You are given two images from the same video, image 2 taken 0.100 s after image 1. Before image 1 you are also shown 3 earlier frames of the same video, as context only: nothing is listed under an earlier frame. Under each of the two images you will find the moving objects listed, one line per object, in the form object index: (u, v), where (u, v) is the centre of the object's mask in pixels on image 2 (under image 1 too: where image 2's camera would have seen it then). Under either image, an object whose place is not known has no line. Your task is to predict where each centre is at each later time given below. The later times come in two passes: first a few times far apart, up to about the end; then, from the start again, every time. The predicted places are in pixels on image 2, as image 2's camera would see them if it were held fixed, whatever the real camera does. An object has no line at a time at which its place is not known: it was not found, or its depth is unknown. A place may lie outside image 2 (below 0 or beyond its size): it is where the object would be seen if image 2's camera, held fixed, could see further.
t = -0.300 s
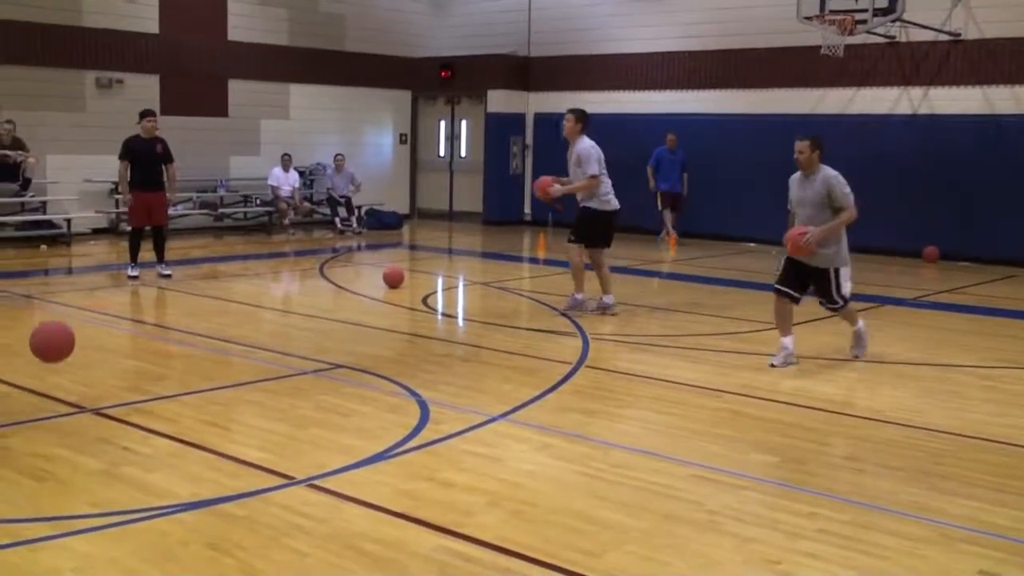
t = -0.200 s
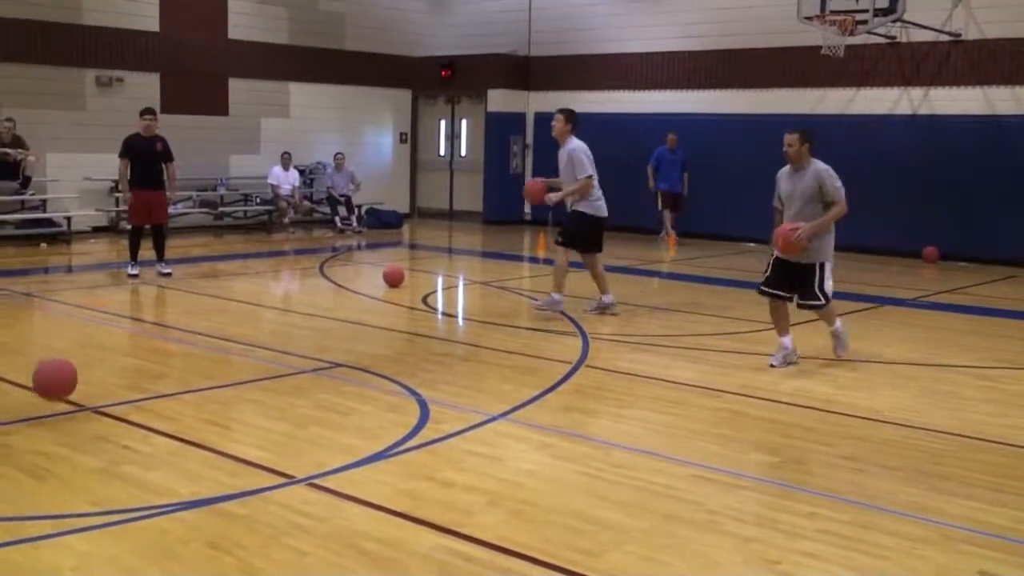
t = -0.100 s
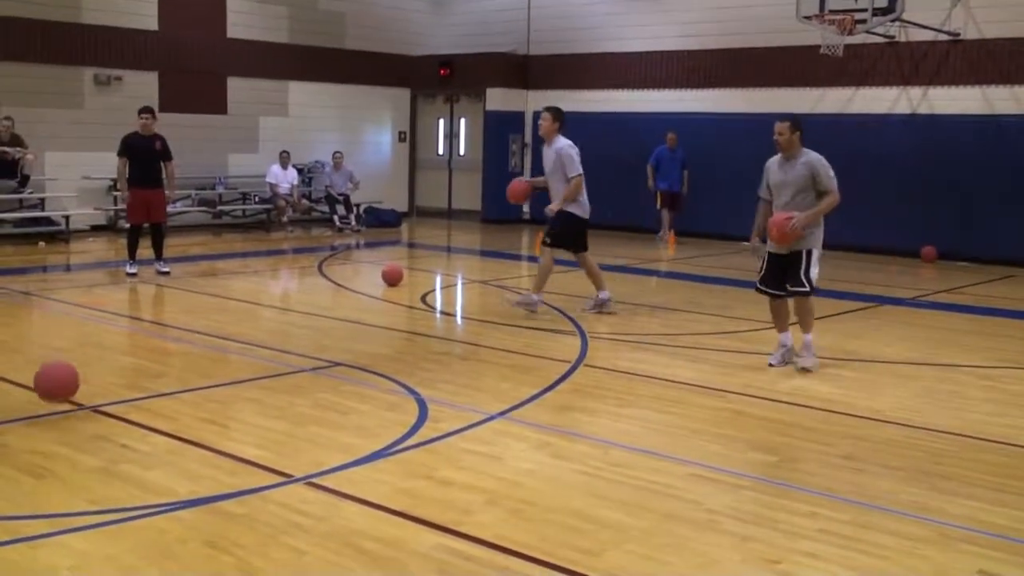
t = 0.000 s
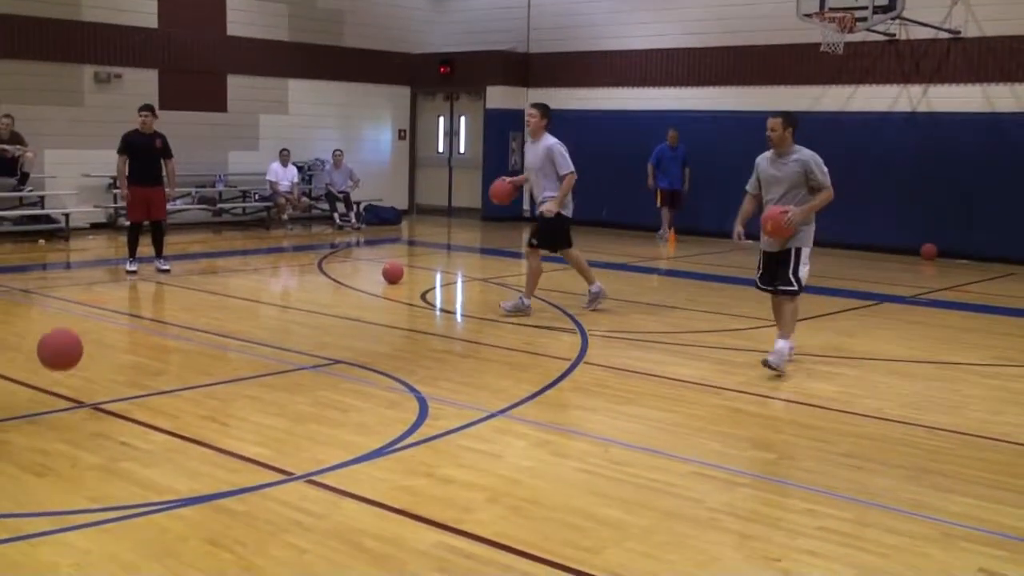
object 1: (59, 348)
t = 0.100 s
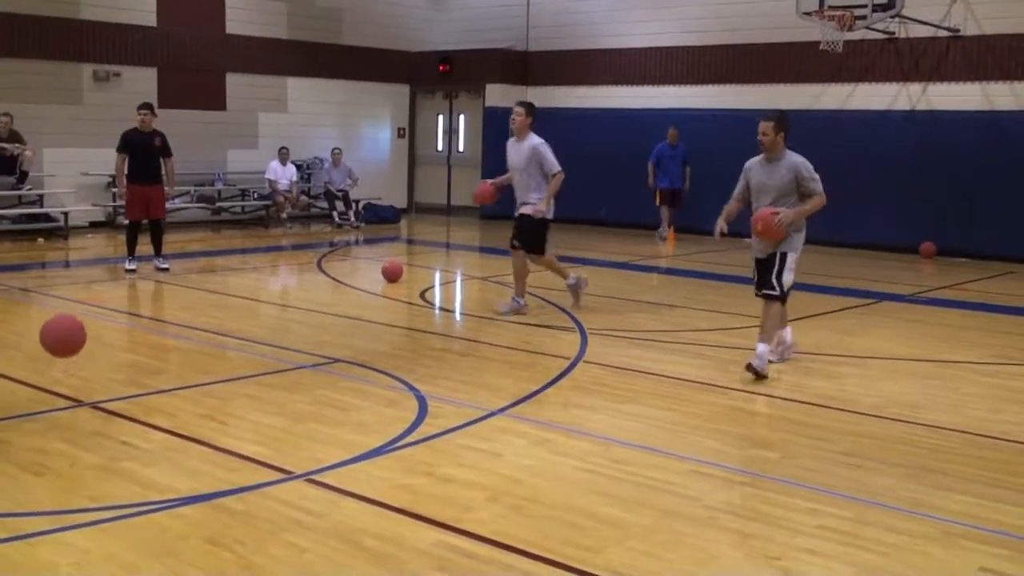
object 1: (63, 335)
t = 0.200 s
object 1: (67, 341)
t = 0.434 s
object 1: (78, 393)
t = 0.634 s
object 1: (85, 355)
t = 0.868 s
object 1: (95, 408)
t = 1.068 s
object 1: (103, 371)
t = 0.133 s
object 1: (64, 336)
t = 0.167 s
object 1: (66, 337)
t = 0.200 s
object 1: (67, 341)
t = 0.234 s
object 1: (69, 347)
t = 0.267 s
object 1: (71, 355)
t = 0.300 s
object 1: (73, 366)
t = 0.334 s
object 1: (74, 379)
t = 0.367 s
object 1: (76, 394)
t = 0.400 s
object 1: (77, 405)
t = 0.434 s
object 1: (78, 393)
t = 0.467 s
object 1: (79, 382)
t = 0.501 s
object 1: (81, 372)
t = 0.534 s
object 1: (81, 365)
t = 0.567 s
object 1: (83, 360)
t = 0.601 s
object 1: (84, 357)
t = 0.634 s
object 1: (85, 355)
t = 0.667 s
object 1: (87, 356)
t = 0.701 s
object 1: (88, 359)
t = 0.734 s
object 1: (89, 364)
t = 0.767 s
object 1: (91, 372)
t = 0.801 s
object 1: (92, 381)
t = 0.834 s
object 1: (94, 392)
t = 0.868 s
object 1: (95, 408)
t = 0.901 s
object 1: (97, 407)
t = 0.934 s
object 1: (98, 394)
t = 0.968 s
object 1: (99, 386)
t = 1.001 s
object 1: (100, 378)
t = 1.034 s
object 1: (101, 374)
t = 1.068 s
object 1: (103, 371)
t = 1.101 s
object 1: (104, 371)
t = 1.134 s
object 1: (105, 372)
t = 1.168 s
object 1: (107, 376)
